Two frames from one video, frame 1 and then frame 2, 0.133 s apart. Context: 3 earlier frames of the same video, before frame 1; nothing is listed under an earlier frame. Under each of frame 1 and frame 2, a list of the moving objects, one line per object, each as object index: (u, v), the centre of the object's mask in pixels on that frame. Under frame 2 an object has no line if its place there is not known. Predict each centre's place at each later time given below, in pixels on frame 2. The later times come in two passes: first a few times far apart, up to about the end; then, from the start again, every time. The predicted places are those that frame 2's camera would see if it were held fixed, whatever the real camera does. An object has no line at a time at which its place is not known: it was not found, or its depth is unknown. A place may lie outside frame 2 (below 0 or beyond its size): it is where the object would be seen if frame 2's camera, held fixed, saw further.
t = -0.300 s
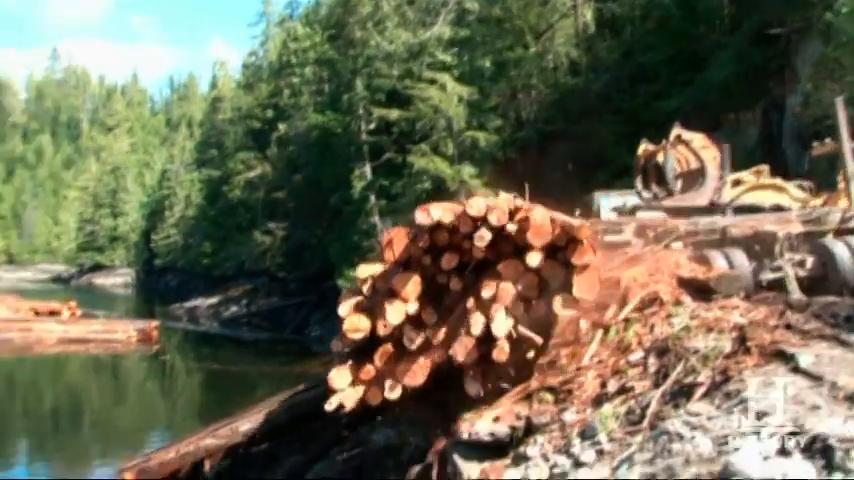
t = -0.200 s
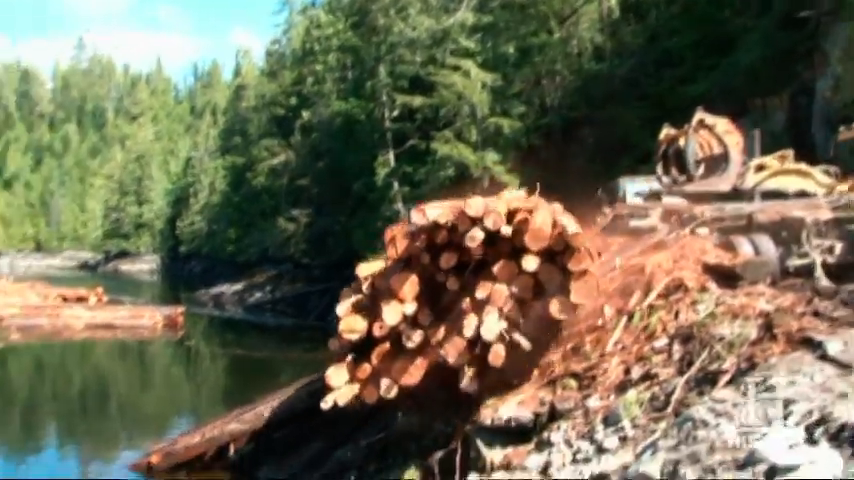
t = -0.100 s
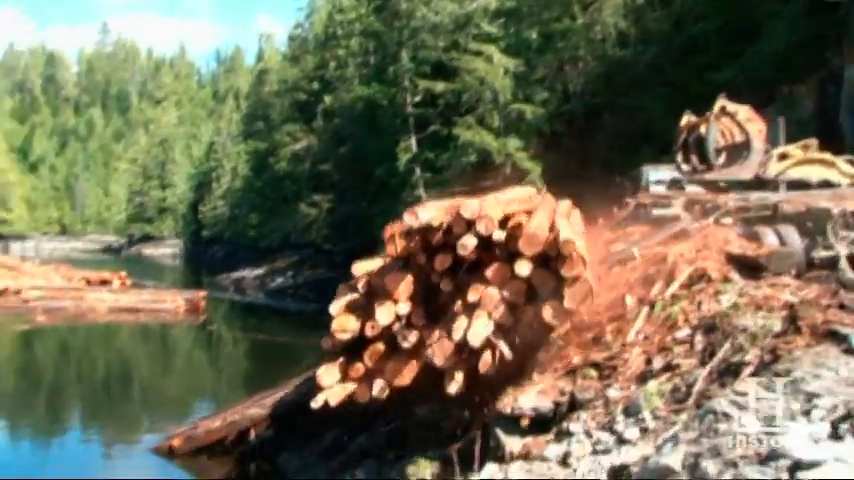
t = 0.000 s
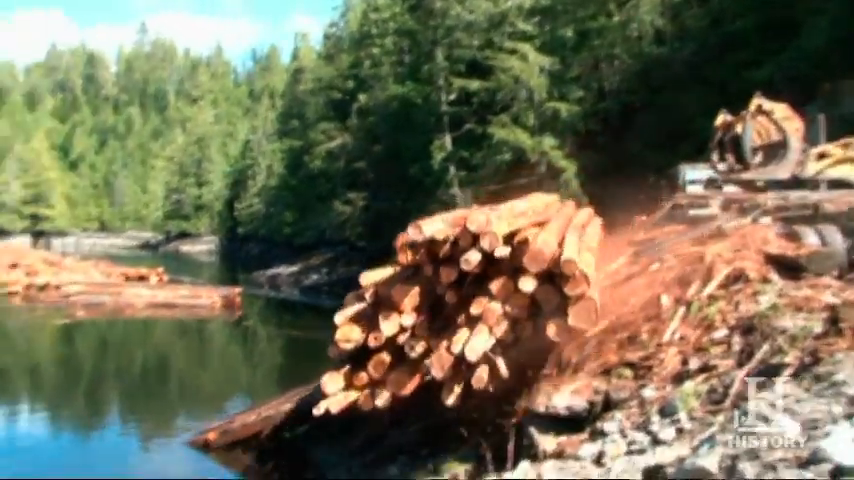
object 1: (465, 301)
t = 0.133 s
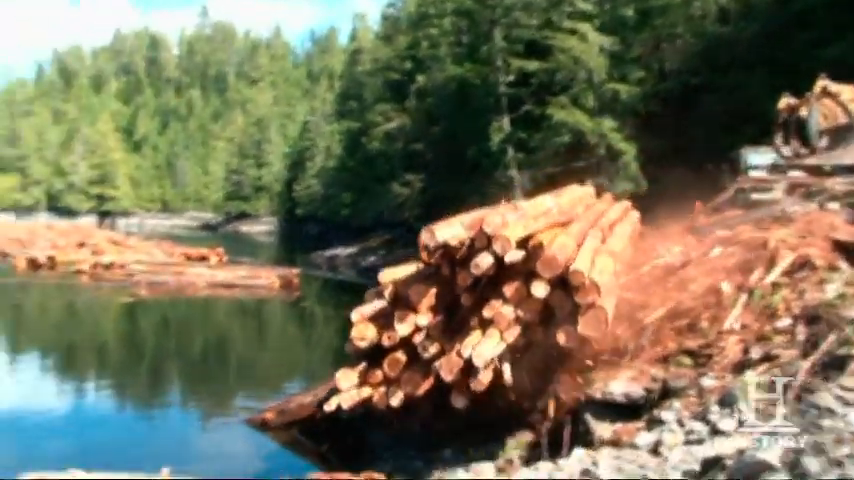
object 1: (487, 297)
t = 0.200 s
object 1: (471, 303)
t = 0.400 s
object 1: (422, 323)
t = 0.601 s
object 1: (372, 342)
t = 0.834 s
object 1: (316, 361)
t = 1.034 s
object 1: (282, 368)
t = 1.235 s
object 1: (242, 378)
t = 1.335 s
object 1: (229, 380)
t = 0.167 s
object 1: (479, 300)
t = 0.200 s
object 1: (471, 303)
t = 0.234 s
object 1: (461, 307)
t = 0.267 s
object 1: (454, 310)
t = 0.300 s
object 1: (447, 313)
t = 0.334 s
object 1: (439, 316)
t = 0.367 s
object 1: (430, 319)
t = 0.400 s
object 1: (422, 323)
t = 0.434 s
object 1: (413, 326)
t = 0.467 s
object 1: (405, 329)
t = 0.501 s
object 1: (397, 332)
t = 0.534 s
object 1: (388, 336)
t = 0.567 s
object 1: (380, 339)
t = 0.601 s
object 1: (372, 342)
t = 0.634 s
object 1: (363, 345)
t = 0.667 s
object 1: (355, 349)
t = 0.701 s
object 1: (347, 351)
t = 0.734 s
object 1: (339, 354)
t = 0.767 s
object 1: (330, 357)
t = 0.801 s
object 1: (322, 361)
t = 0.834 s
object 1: (316, 361)
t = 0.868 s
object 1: (307, 364)
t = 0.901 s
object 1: (301, 365)
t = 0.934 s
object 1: (296, 366)
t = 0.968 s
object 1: (289, 368)
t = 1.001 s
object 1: (283, 369)
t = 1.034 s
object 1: (282, 368)
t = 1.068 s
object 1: (271, 372)
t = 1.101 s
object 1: (266, 372)
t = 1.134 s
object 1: (259, 373)
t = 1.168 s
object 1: (254, 375)
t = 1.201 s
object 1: (249, 376)
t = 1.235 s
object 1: (242, 378)
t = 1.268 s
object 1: (237, 378)
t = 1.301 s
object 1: (234, 379)
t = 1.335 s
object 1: (229, 380)
